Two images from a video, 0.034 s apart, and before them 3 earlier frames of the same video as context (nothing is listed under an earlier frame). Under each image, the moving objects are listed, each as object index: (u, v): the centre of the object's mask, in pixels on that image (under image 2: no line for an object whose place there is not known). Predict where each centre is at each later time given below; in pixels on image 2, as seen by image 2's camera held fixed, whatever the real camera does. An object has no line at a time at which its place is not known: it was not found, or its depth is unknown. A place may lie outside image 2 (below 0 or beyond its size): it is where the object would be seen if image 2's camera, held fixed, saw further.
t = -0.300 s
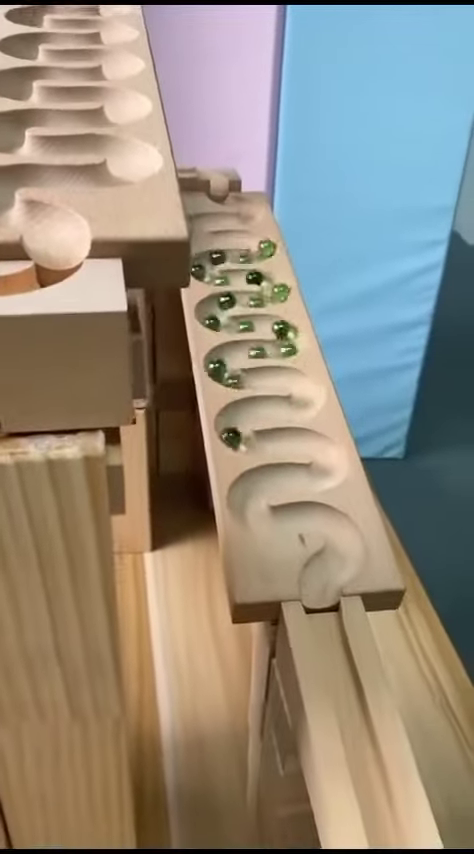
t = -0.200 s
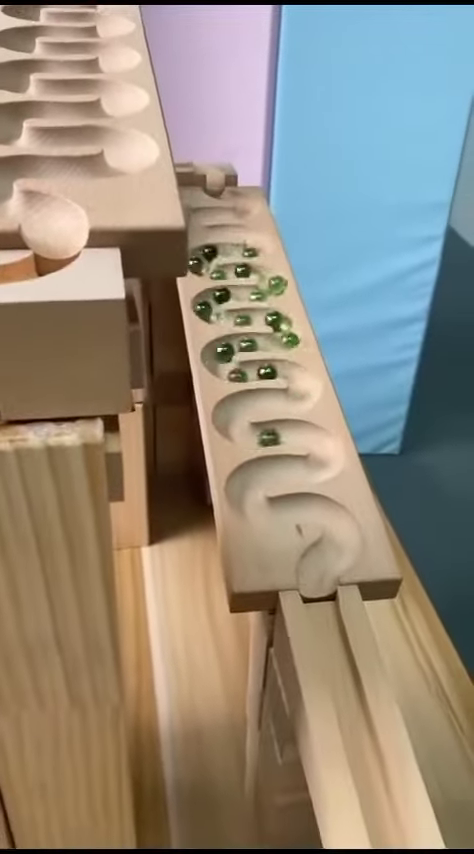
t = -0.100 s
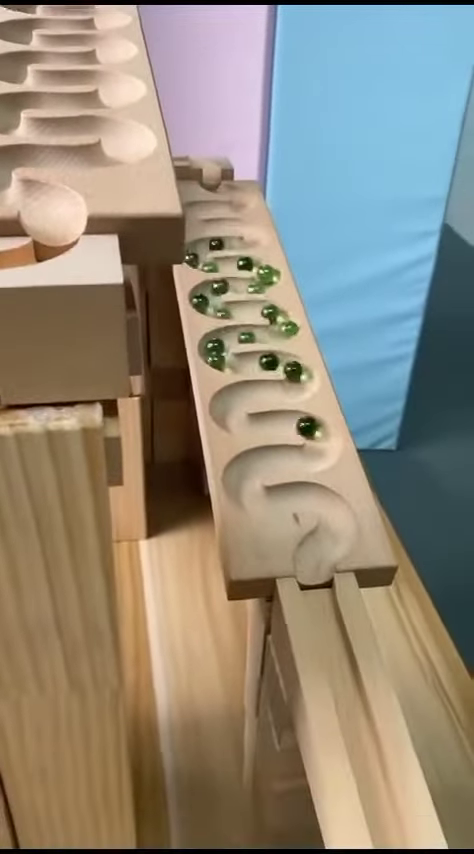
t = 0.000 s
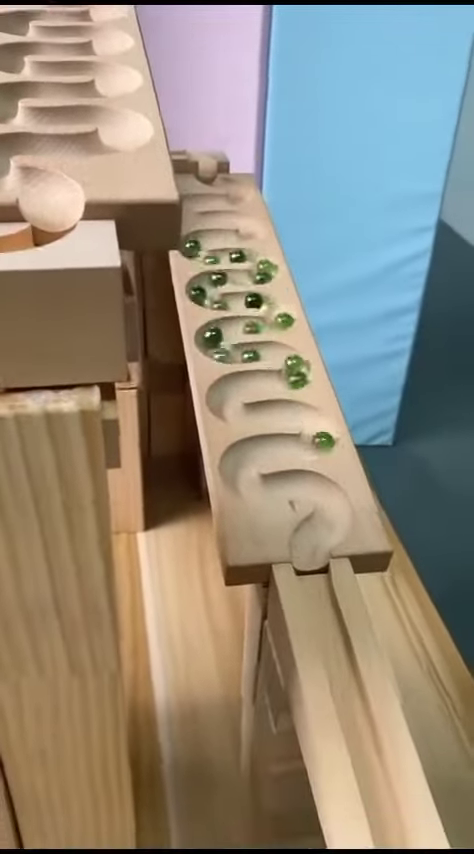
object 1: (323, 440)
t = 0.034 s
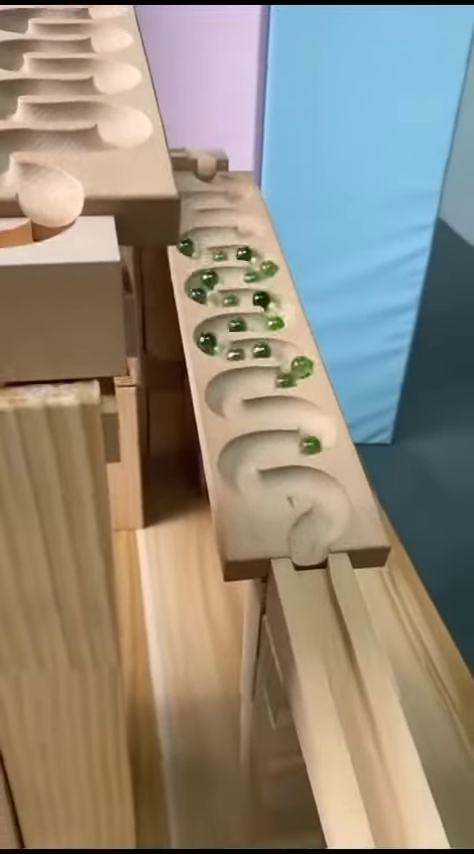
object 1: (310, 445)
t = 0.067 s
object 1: (294, 447)
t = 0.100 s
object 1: (276, 447)
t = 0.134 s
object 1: (259, 446)
